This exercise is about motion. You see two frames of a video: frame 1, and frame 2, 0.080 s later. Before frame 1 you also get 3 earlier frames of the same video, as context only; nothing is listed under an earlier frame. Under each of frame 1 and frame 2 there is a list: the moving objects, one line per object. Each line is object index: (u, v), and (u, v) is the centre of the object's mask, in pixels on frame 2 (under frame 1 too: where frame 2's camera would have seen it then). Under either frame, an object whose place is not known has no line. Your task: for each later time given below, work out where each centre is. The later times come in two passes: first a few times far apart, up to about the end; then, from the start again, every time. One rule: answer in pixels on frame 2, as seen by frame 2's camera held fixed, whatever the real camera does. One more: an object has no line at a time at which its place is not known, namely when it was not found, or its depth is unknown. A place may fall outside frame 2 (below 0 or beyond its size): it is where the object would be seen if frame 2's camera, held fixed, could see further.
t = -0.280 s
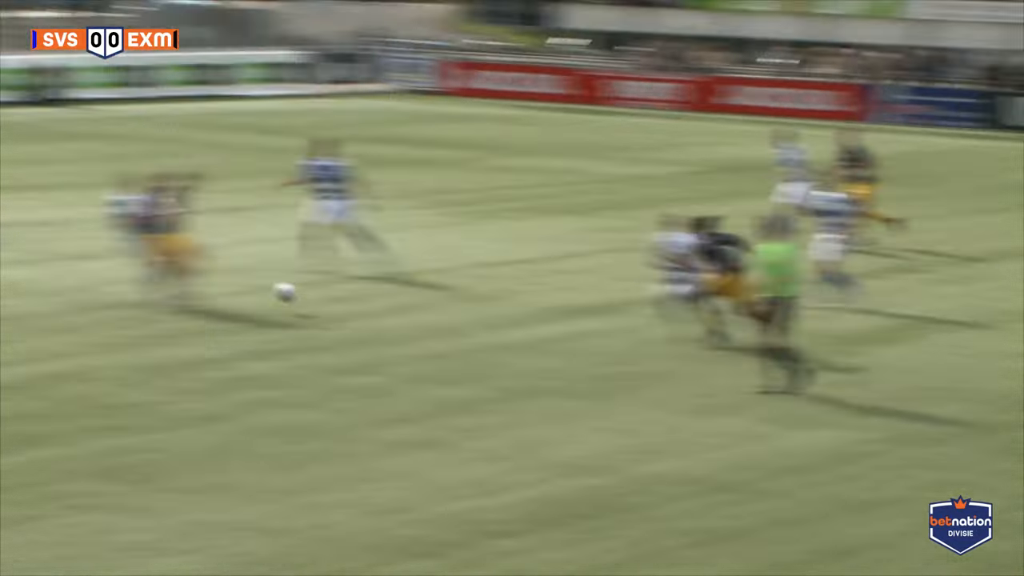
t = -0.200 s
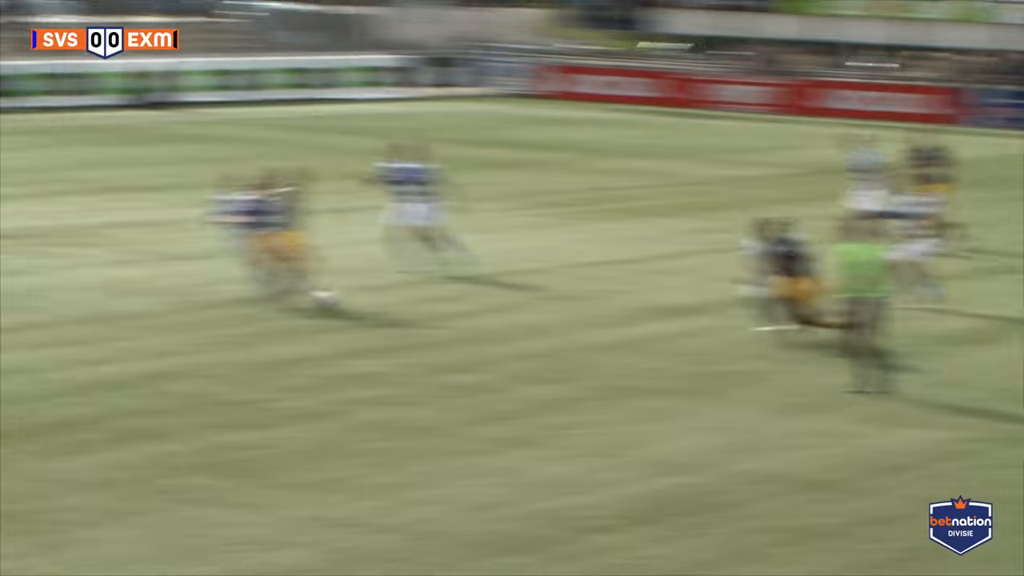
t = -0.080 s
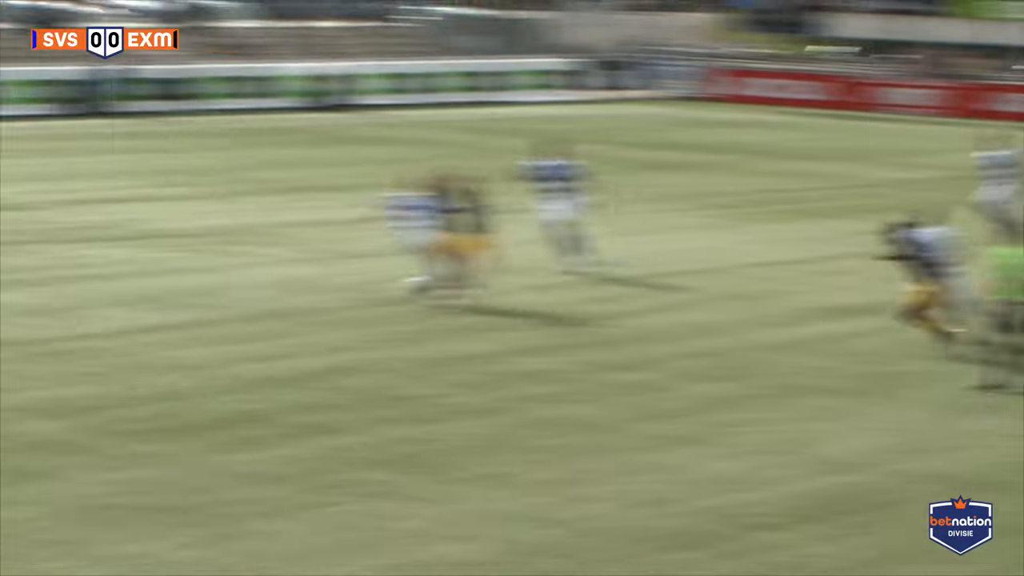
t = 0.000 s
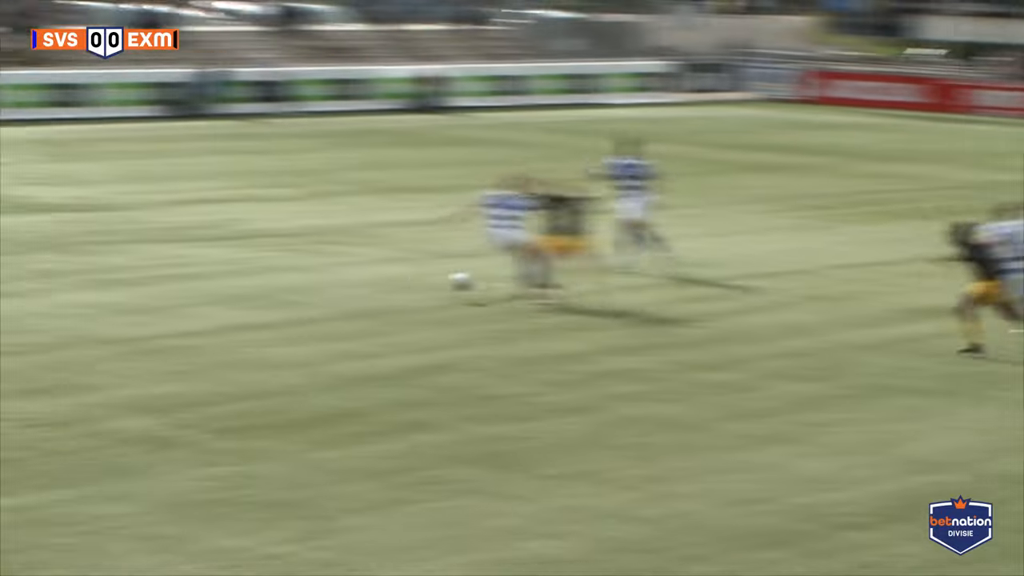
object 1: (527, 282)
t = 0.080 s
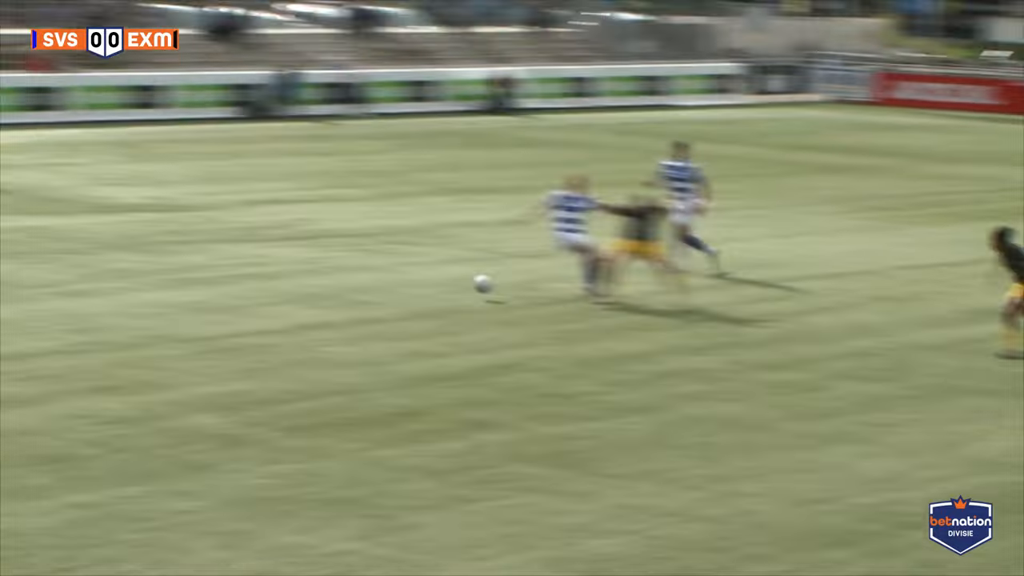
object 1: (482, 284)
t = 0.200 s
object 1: (411, 285)
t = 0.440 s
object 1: (271, 279)
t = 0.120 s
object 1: (459, 287)
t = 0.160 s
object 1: (435, 289)
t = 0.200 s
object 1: (411, 285)
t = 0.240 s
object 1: (388, 283)
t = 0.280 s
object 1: (365, 282)
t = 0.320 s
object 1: (341, 283)
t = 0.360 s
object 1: (318, 285)
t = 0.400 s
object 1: (294, 282)
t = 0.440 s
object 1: (271, 279)
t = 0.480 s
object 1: (248, 278)
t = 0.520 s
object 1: (224, 279)
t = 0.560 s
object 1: (202, 280)
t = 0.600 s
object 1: (179, 279)
